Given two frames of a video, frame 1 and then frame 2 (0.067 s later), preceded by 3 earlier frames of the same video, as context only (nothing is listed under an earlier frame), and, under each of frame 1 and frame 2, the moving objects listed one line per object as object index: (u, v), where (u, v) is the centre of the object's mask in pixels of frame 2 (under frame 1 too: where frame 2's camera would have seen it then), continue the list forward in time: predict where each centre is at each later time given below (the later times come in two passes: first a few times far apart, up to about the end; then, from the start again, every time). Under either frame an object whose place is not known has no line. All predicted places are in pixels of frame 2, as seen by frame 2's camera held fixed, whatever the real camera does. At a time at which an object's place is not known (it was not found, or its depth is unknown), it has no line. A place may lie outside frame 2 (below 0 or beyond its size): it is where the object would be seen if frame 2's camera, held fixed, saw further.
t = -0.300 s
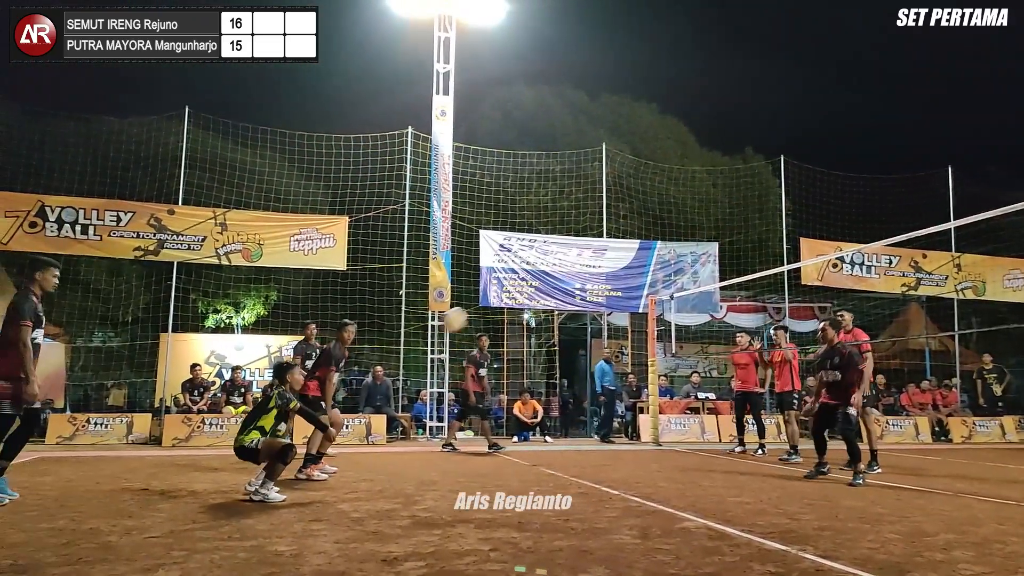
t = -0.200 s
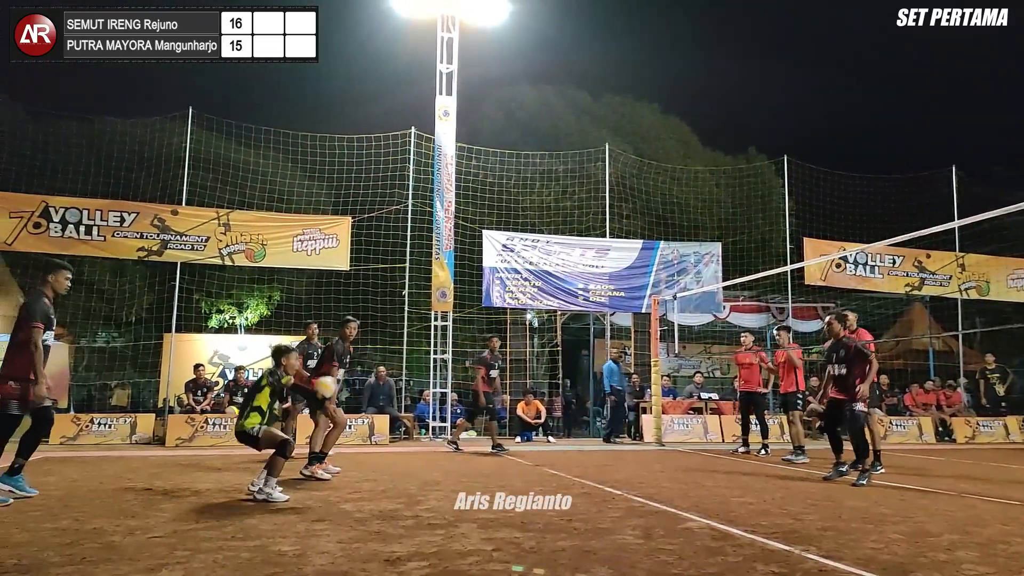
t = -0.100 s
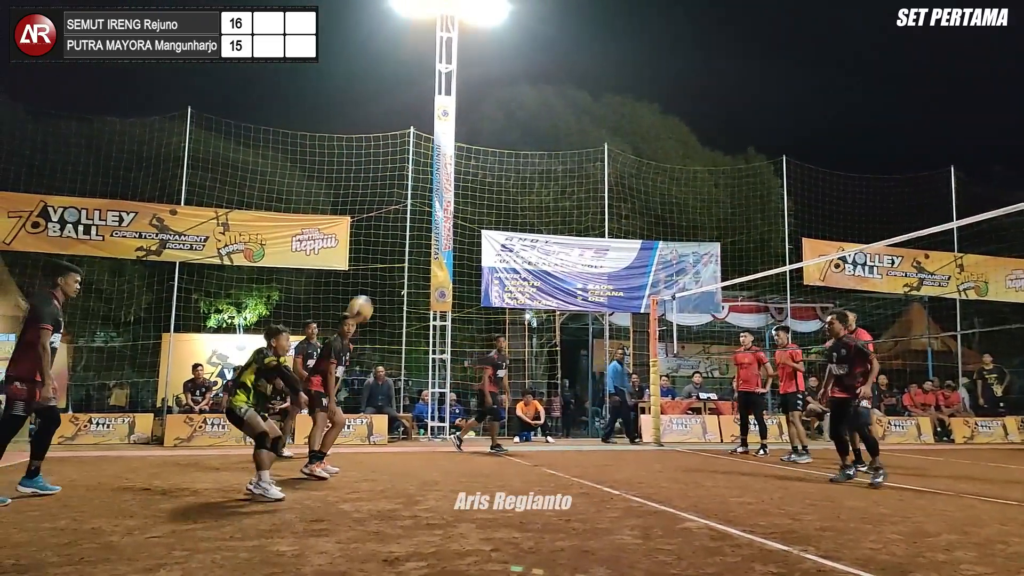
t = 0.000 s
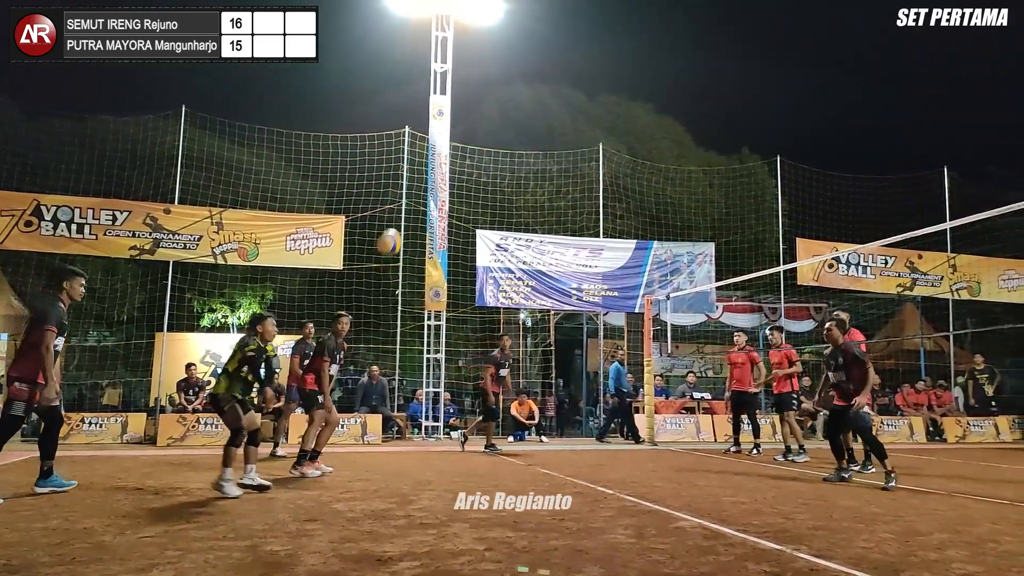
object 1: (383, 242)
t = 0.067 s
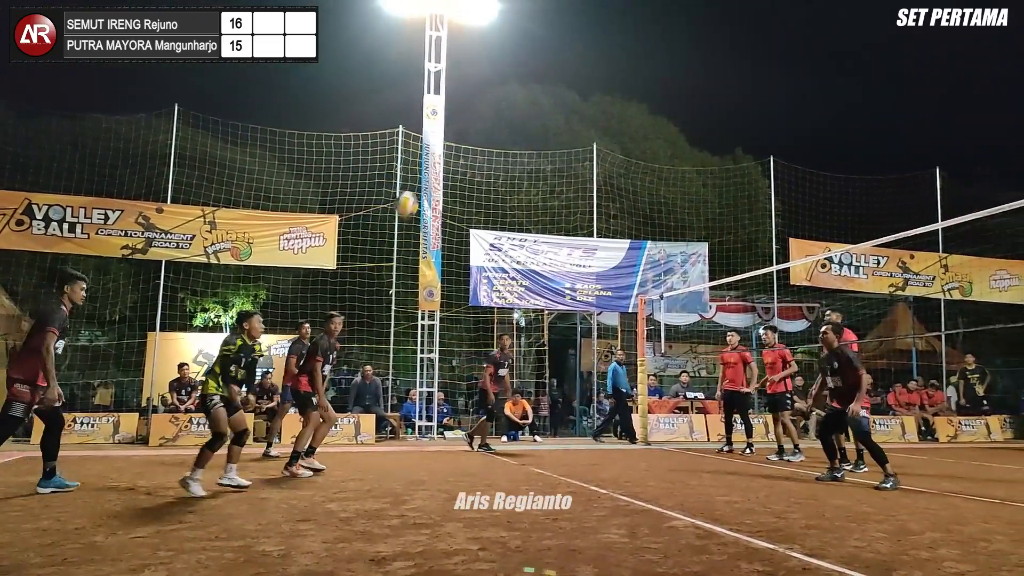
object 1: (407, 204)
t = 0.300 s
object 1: (478, 118)
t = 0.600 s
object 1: (561, 93)
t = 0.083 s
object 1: (411, 196)
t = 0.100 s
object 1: (416, 189)
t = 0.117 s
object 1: (421, 181)
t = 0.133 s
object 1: (427, 173)
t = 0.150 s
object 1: (433, 167)
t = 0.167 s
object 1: (439, 160)
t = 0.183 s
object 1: (444, 154)
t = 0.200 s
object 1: (449, 147)
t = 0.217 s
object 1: (454, 141)
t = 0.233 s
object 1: (458, 136)
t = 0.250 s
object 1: (464, 131)
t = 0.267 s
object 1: (468, 126)
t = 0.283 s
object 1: (473, 122)
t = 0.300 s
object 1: (478, 118)
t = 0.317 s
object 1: (482, 114)
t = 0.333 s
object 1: (487, 110)
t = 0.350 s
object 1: (492, 108)
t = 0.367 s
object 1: (497, 104)
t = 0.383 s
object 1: (502, 101)
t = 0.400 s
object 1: (507, 100)
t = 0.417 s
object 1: (511, 98)
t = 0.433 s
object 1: (516, 96)
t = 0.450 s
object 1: (520, 94)
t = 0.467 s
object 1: (525, 93)
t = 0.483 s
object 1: (530, 92)
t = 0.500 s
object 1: (534, 92)
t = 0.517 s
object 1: (539, 91)
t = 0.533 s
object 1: (543, 91)
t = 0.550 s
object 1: (547, 91)
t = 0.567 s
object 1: (552, 91)
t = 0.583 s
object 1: (557, 92)
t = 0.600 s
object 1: (561, 93)
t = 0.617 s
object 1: (565, 94)
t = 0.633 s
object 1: (569, 96)
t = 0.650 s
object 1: (574, 97)
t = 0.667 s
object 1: (579, 99)
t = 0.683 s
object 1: (583, 102)
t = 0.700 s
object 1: (588, 104)
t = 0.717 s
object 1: (592, 107)
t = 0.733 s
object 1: (596, 110)
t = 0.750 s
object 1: (601, 114)
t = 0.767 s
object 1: (605, 118)
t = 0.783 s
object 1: (609, 121)
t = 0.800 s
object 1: (614, 125)
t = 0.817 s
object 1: (618, 130)
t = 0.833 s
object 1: (622, 135)
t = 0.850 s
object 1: (626, 139)
